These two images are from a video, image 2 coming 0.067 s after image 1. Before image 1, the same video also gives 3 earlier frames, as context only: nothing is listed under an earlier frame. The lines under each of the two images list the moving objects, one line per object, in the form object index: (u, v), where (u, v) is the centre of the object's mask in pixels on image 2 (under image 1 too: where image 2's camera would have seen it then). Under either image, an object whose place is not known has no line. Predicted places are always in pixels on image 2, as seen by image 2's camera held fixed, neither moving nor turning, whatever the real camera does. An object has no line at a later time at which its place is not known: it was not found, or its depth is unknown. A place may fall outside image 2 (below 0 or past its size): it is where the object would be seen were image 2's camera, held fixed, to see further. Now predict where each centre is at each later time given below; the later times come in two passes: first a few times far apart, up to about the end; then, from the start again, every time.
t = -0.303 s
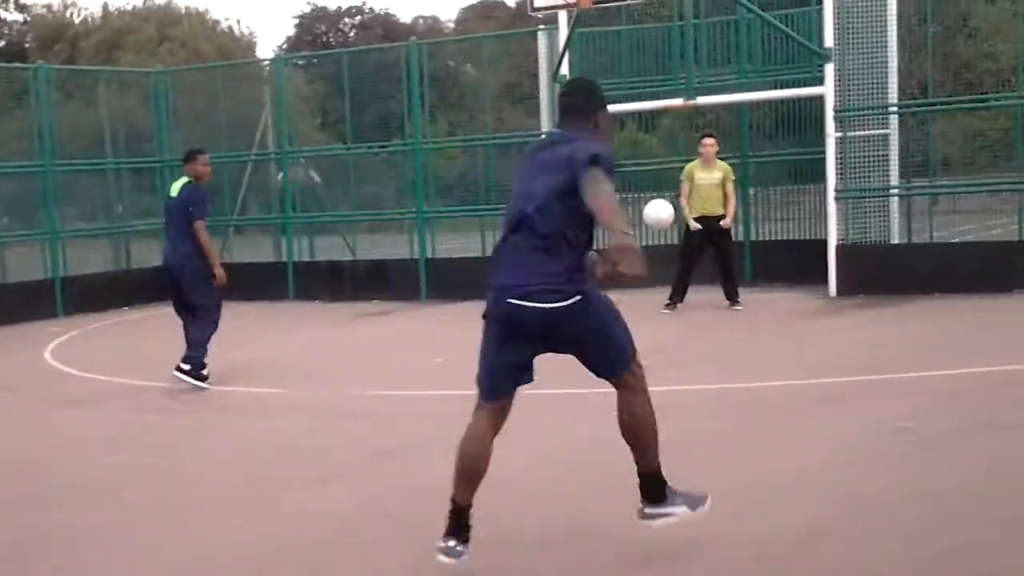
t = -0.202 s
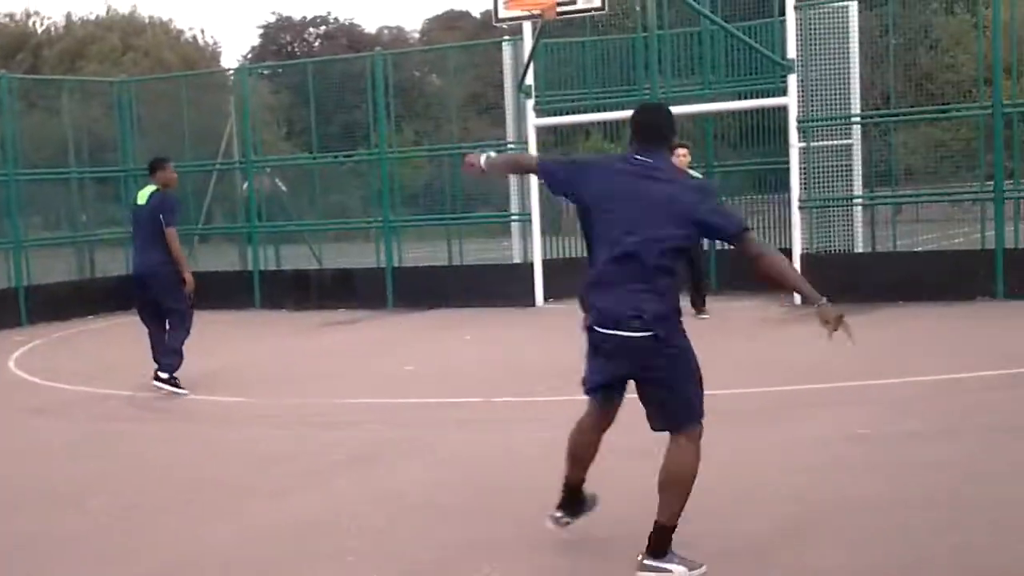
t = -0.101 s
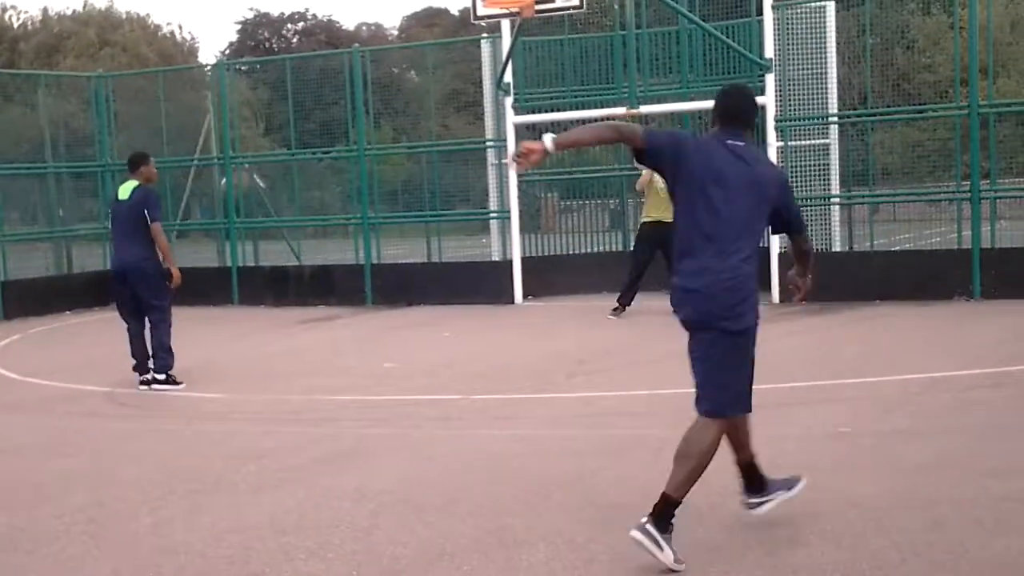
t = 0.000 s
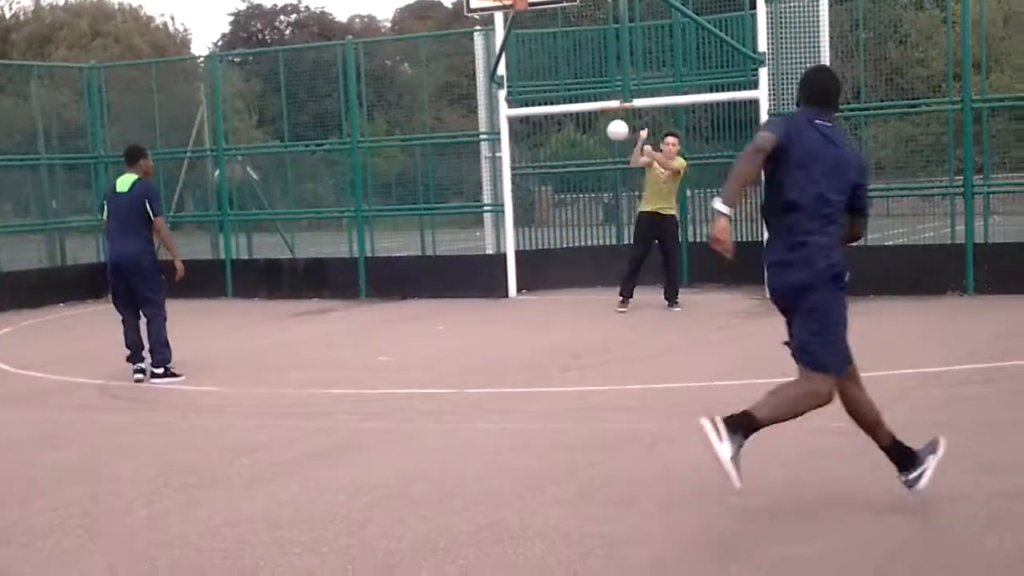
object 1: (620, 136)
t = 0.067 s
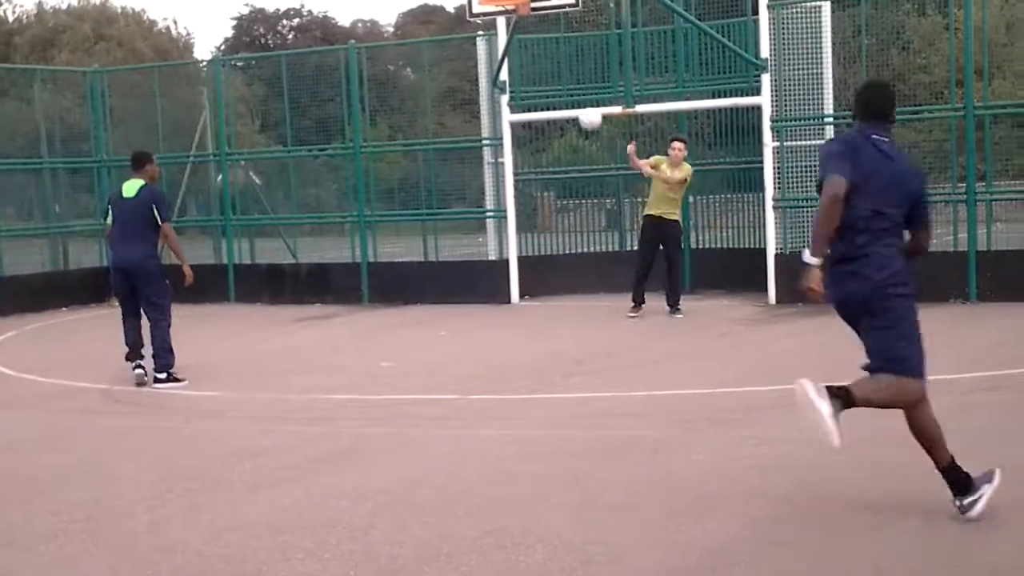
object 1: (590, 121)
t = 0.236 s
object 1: (505, 102)
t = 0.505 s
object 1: (327, 176)
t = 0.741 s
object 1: (116, 398)
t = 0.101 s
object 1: (574, 113)
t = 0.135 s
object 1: (557, 107)
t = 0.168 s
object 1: (541, 103)
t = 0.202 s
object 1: (522, 101)
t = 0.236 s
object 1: (505, 102)
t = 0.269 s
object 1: (486, 103)
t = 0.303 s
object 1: (465, 106)
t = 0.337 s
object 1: (445, 112)
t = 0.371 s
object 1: (423, 120)
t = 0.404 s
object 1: (401, 129)
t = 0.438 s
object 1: (377, 142)
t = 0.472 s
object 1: (352, 157)
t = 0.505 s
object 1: (327, 176)
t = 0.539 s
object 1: (301, 196)
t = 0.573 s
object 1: (274, 220)
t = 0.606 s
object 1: (245, 249)
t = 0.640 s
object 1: (215, 281)
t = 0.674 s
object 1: (184, 314)
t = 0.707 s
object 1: (149, 356)
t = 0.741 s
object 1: (116, 398)
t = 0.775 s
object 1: (81, 448)
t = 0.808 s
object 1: (48, 440)
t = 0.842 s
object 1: (15, 418)
